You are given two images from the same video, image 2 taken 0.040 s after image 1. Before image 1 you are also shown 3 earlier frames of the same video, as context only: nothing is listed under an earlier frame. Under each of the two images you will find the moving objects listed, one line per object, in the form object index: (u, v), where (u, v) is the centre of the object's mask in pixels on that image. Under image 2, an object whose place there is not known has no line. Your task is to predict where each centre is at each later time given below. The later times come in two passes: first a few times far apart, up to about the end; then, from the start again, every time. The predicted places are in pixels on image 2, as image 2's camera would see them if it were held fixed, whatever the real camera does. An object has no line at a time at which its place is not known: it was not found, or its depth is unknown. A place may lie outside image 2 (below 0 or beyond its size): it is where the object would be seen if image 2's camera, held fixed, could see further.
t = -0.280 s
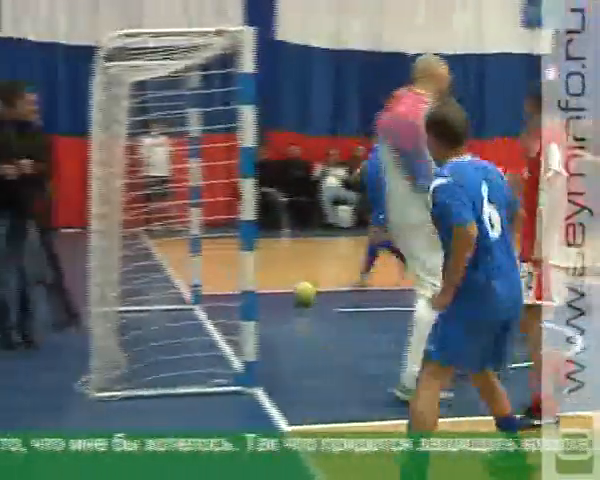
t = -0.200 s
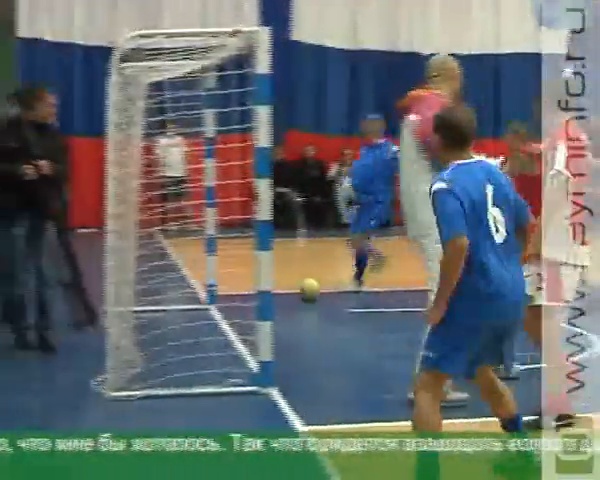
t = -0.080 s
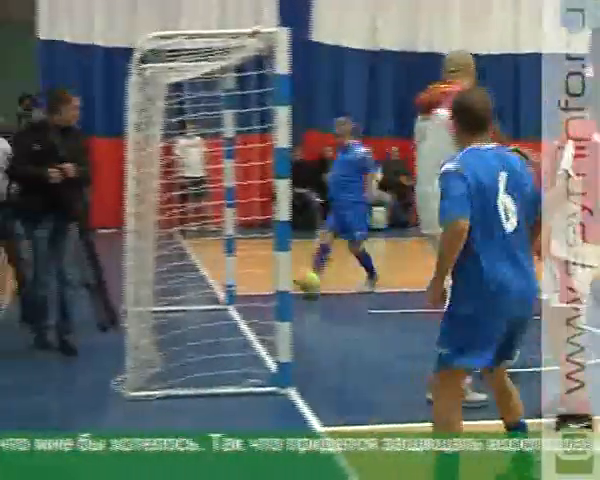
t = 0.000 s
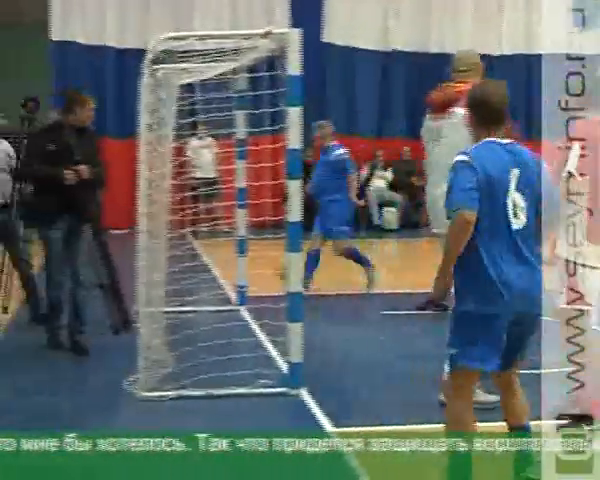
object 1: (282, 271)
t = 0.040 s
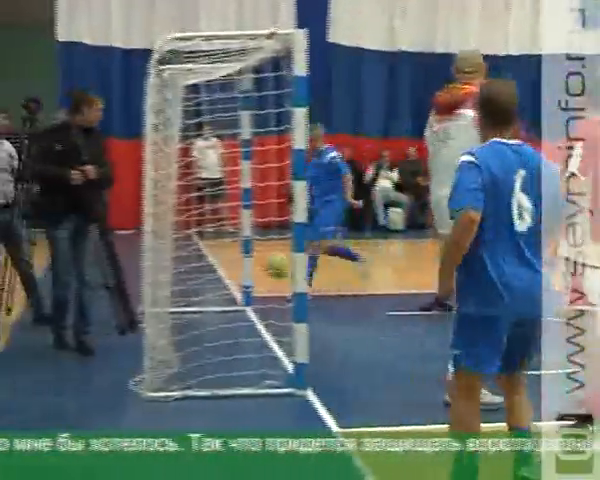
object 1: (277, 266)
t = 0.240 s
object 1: (170, 271)
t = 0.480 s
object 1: (108, 289)
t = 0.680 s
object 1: (122, 299)
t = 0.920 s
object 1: (133, 362)
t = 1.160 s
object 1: (164, 353)
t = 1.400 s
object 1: (184, 350)
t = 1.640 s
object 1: (205, 347)
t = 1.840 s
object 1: (220, 342)
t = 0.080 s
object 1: (260, 263)
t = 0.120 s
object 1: (240, 262)
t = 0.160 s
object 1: (218, 260)
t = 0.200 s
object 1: (197, 264)
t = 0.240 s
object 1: (170, 271)
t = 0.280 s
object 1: (137, 281)
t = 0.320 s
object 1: (125, 286)
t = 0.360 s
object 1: (108, 293)
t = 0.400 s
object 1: (97, 297)
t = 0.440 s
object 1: (99, 293)
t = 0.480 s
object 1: (108, 289)
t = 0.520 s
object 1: (120, 287)
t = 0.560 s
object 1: (126, 288)
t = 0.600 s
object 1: (124, 289)
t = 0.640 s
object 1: (123, 293)
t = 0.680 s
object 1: (122, 299)
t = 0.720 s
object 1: (124, 311)
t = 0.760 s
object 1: (125, 318)
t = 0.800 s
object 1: (127, 333)
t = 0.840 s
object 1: (128, 345)
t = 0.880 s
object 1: (131, 364)
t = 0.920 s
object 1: (133, 362)
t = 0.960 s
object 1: (141, 351)
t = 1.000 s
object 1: (146, 348)
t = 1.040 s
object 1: (152, 345)
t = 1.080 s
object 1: (159, 345)
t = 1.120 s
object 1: (161, 348)
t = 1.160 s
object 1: (164, 353)
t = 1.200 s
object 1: (167, 356)
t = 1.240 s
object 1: (172, 352)
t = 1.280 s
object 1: (174, 351)
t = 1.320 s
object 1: (177, 352)
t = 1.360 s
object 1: (180, 352)
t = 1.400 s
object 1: (184, 350)
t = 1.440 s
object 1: (188, 351)
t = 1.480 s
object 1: (190, 349)
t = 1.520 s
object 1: (196, 349)
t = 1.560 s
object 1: (200, 348)
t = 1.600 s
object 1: (202, 348)
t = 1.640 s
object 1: (205, 347)
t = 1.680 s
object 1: (209, 346)
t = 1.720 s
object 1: (212, 344)
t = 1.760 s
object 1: (213, 344)
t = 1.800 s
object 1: (217, 343)
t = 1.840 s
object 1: (220, 342)
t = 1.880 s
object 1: (222, 340)
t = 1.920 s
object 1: (226, 337)
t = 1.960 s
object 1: (229, 335)
